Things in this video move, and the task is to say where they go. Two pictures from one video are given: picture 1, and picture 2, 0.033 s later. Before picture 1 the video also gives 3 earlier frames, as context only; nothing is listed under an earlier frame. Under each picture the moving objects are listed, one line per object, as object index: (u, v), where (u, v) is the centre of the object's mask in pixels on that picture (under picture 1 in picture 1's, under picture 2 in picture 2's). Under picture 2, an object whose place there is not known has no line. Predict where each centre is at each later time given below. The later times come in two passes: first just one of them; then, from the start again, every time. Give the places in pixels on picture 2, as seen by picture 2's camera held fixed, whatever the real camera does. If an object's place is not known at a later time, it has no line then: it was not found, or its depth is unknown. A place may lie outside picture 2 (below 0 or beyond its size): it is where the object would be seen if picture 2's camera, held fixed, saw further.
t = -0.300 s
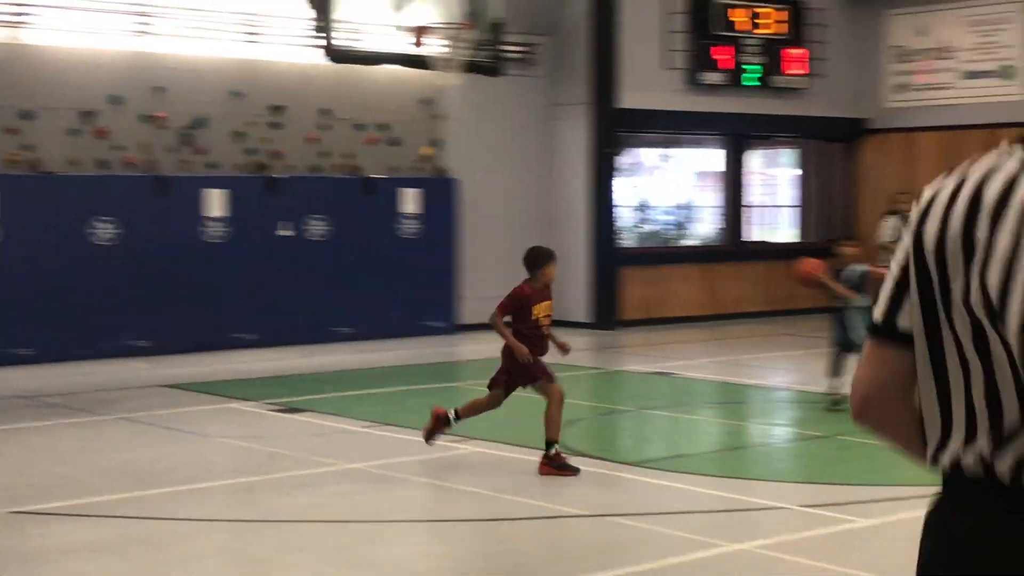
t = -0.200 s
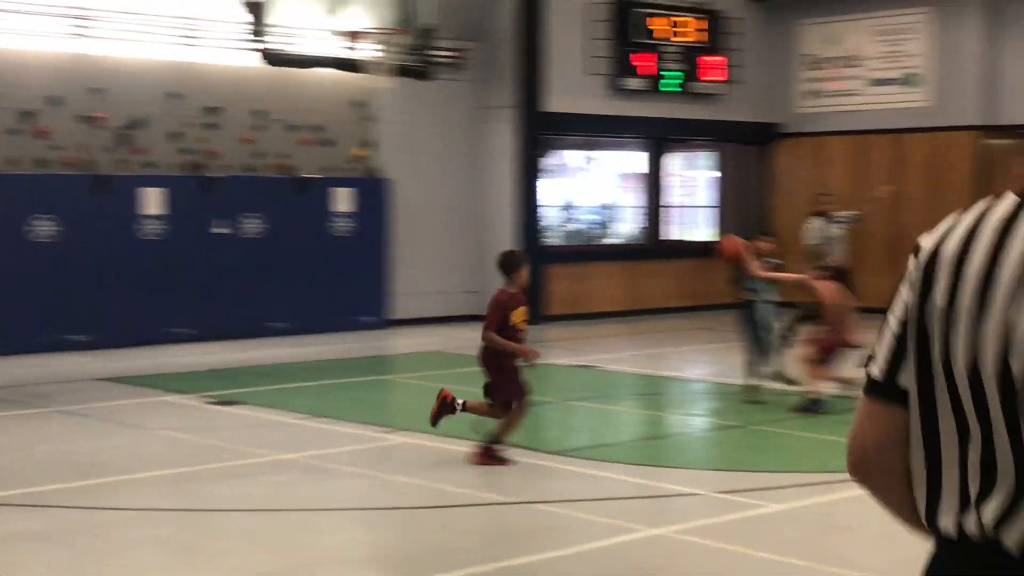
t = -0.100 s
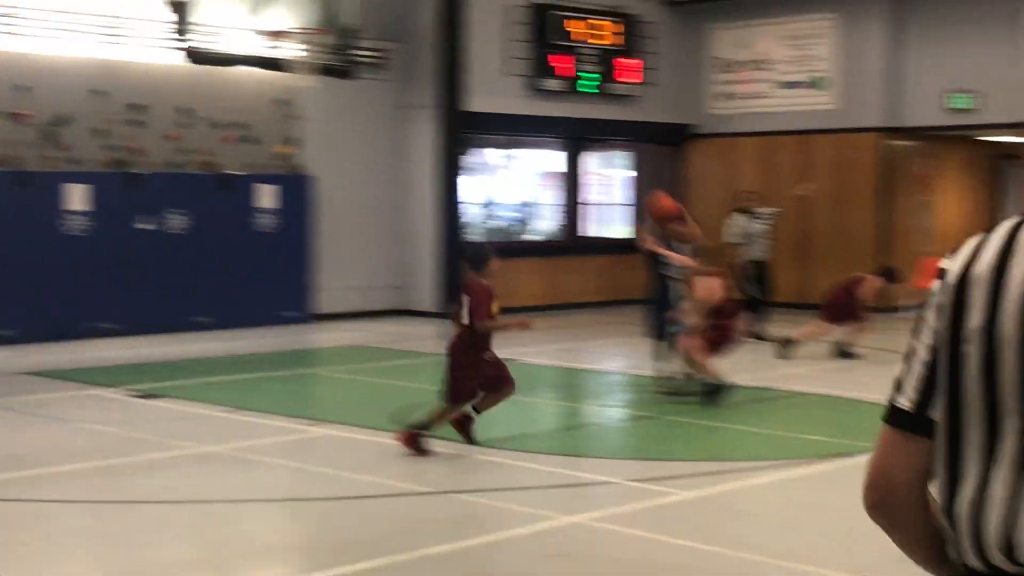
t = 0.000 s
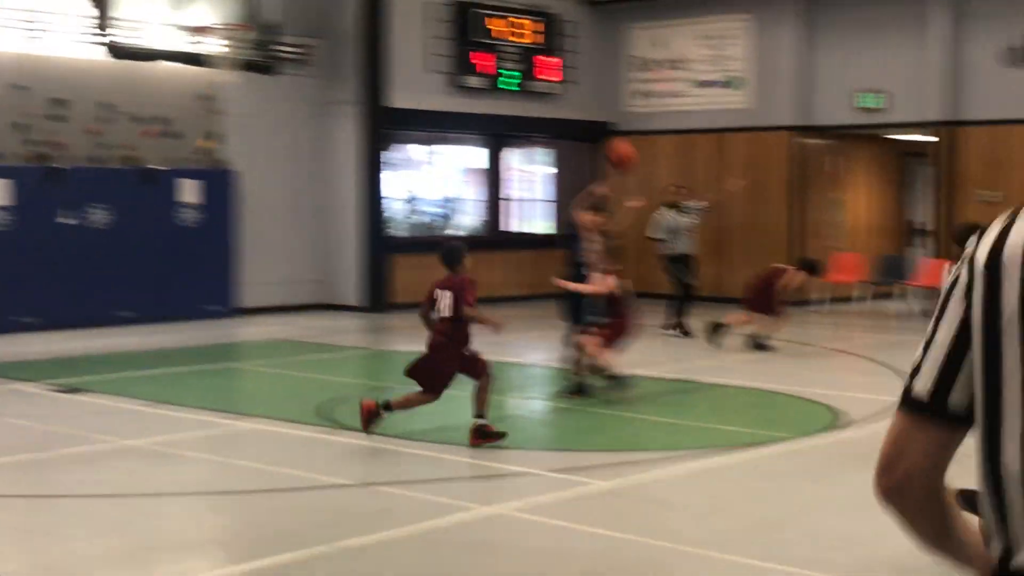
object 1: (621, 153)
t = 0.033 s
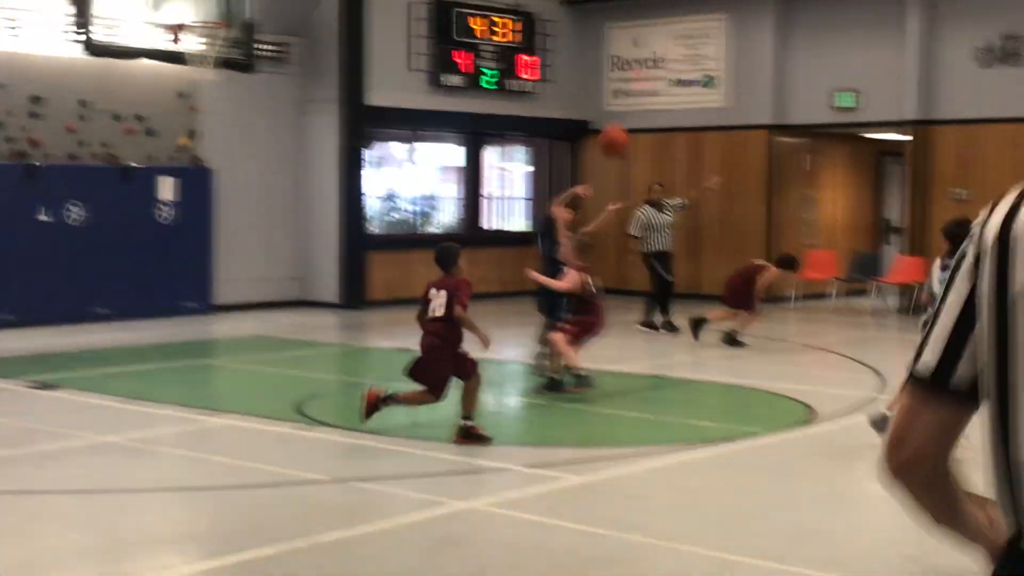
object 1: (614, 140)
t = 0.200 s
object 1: (696, 88)
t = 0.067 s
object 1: (629, 126)
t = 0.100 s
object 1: (646, 114)
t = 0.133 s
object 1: (661, 105)
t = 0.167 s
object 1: (678, 95)
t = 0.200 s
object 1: (696, 88)
